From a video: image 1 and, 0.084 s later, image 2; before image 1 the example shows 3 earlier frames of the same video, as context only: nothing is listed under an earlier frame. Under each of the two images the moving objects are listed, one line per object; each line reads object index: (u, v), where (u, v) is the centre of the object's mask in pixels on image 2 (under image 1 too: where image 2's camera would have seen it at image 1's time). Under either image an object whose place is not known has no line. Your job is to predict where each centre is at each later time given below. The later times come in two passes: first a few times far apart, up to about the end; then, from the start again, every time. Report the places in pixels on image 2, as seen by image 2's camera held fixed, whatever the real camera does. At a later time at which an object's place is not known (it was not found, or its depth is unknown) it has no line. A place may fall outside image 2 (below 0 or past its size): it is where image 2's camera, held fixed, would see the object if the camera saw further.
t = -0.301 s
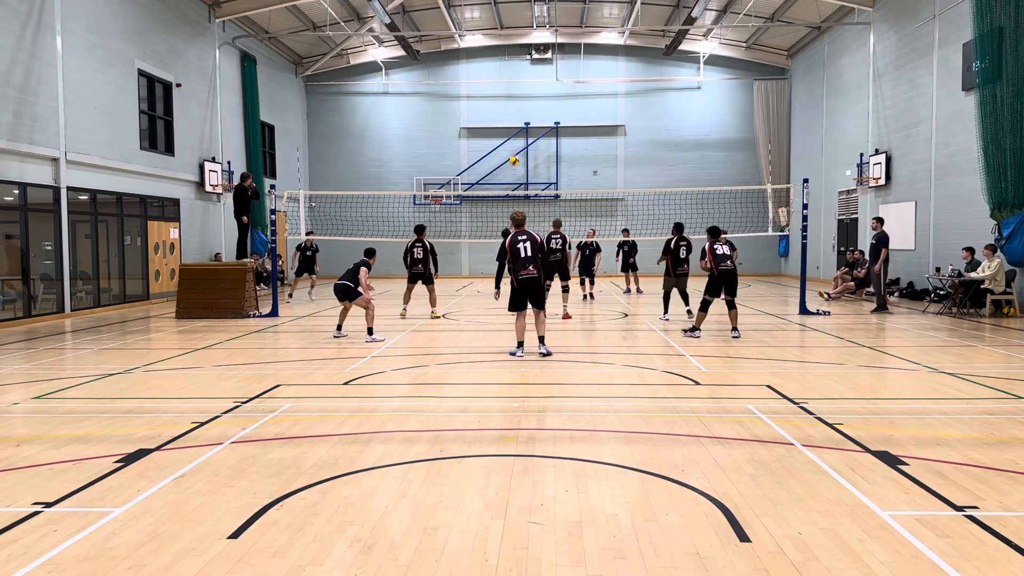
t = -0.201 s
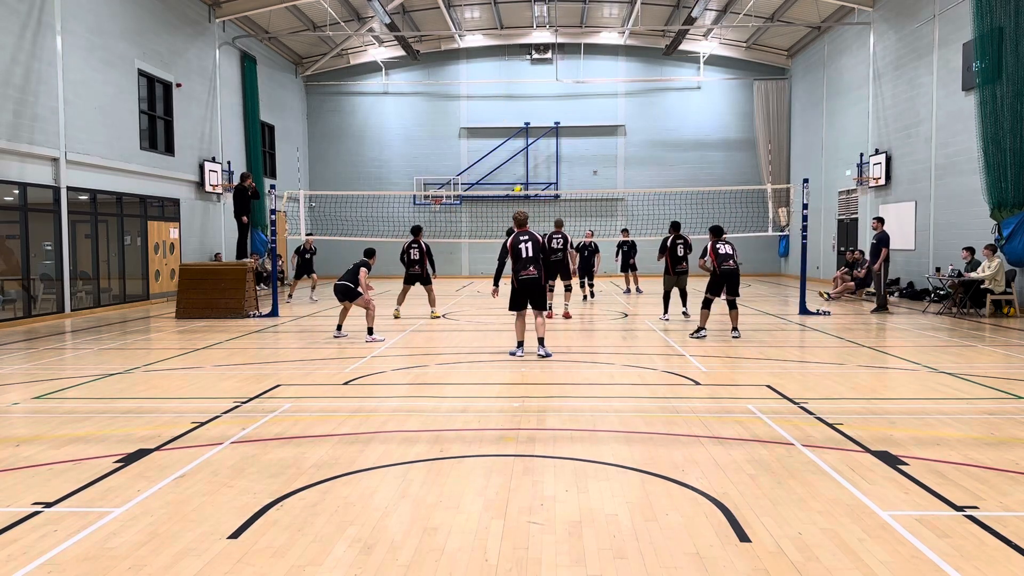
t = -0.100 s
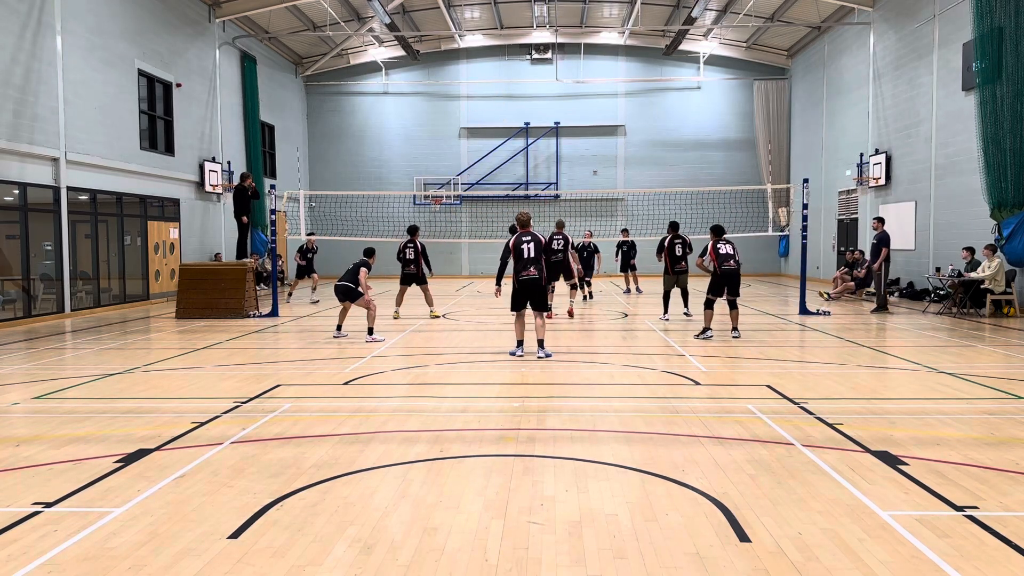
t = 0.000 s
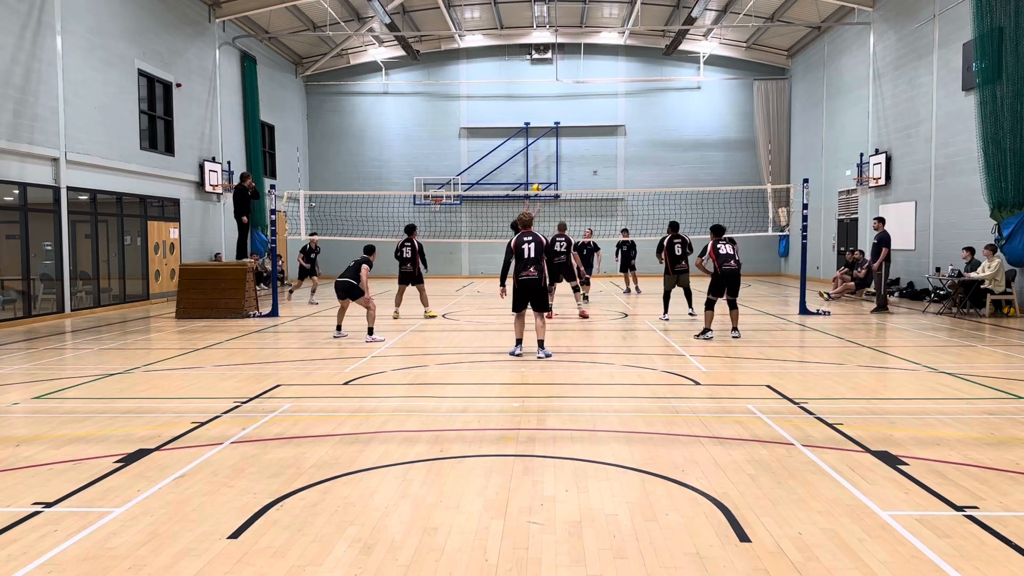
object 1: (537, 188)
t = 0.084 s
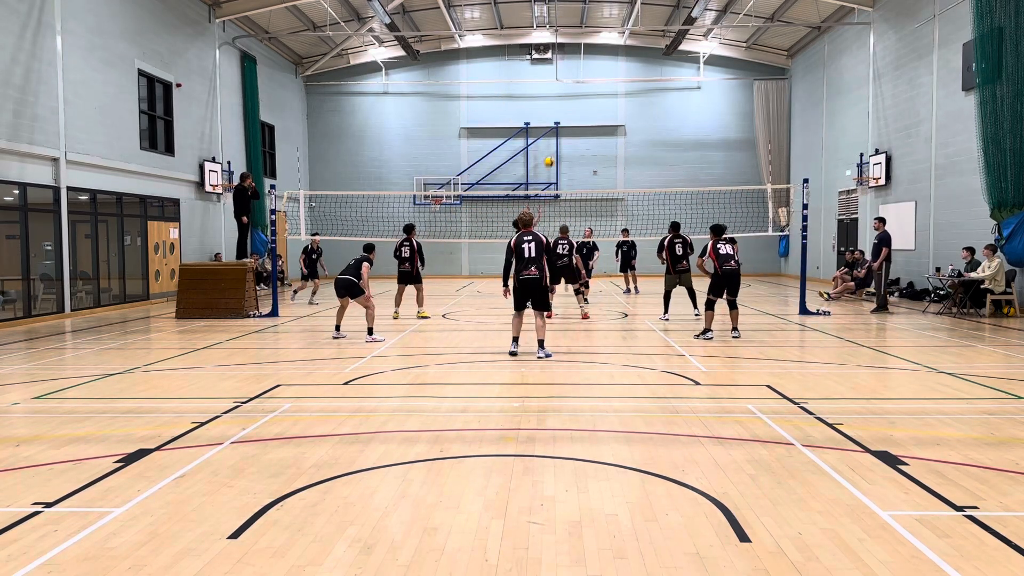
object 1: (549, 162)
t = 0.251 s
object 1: (574, 119)
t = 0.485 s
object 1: (608, 82)
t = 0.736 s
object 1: (644, 72)
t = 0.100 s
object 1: (551, 157)
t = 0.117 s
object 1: (554, 152)
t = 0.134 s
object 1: (557, 148)
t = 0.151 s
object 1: (559, 143)
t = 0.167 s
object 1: (562, 139)
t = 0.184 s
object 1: (564, 134)
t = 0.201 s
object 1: (567, 130)
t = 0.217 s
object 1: (570, 127)
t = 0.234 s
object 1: (572, 123)
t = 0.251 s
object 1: (574, 119)
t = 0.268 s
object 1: (577, 116)
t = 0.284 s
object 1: (579, 112)
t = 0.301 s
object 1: (582, 109)
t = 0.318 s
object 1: (584, 106)
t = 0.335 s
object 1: (586, 103)
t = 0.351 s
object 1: (589, 100)
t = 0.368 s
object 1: (591, 97)
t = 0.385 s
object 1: (594, 95)
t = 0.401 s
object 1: (596, 92)
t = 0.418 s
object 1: (599, 90)
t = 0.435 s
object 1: (601, 88)
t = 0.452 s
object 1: (603, 86)
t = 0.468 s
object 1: (606, 84)
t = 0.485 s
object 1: (608, 82)
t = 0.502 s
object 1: (611, 80)
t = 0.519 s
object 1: (613, 79)
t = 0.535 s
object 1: (616, 78)
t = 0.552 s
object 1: (618, 77)
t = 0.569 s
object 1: (621, 75)
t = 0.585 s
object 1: (623, 75)
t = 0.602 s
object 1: (625, 74)
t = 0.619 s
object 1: (628, 73)
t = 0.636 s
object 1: (630, 73)
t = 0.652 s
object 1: (632, 72)
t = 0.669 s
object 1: (635, 72)
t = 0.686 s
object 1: (637, 72)
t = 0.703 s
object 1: (639, 72)
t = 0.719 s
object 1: (642, 71)
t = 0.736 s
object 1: (644, 72)
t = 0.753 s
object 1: (647, 72)
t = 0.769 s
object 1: (649, 73)
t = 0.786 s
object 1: (651, 74)
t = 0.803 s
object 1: (653, 75)
